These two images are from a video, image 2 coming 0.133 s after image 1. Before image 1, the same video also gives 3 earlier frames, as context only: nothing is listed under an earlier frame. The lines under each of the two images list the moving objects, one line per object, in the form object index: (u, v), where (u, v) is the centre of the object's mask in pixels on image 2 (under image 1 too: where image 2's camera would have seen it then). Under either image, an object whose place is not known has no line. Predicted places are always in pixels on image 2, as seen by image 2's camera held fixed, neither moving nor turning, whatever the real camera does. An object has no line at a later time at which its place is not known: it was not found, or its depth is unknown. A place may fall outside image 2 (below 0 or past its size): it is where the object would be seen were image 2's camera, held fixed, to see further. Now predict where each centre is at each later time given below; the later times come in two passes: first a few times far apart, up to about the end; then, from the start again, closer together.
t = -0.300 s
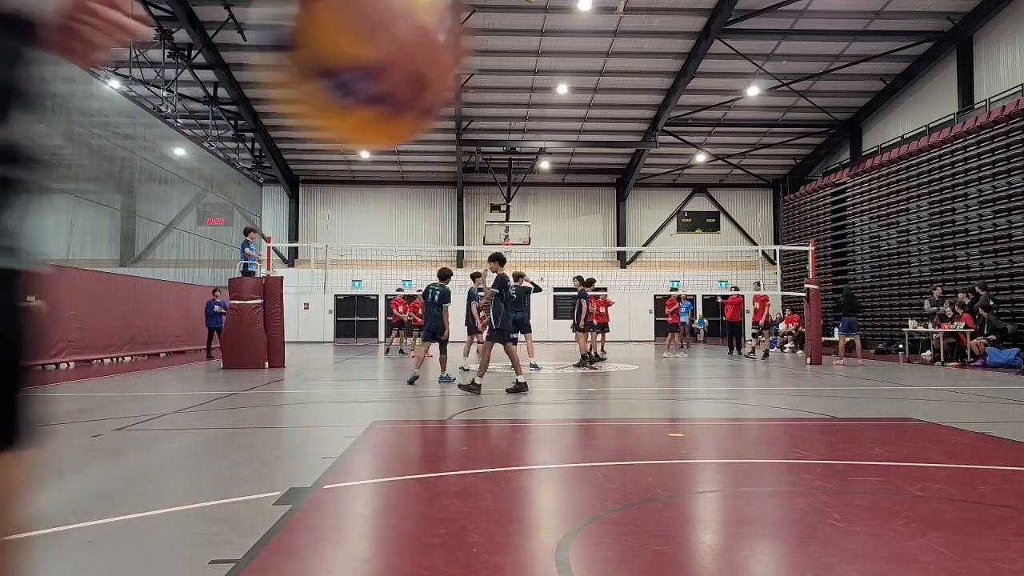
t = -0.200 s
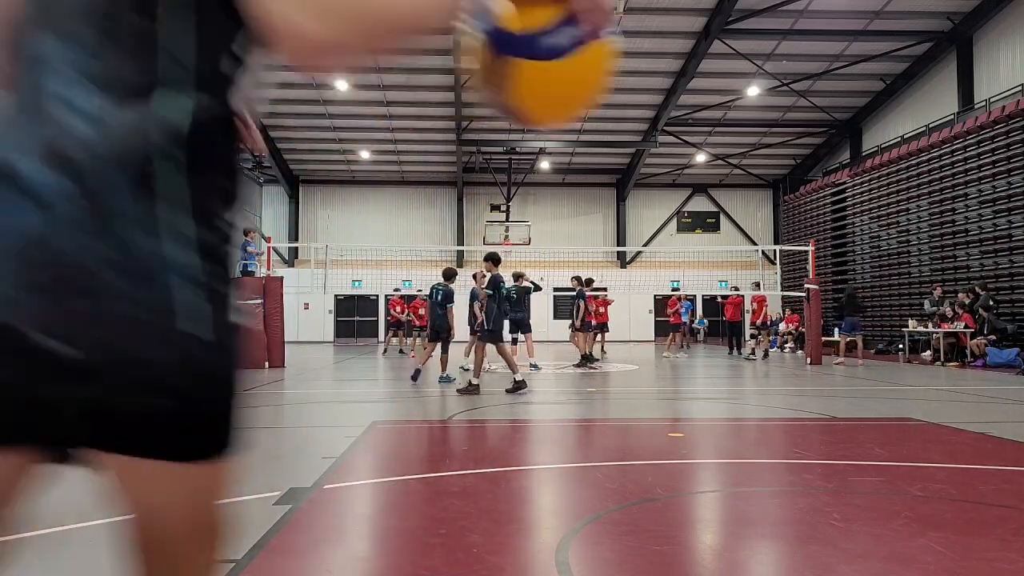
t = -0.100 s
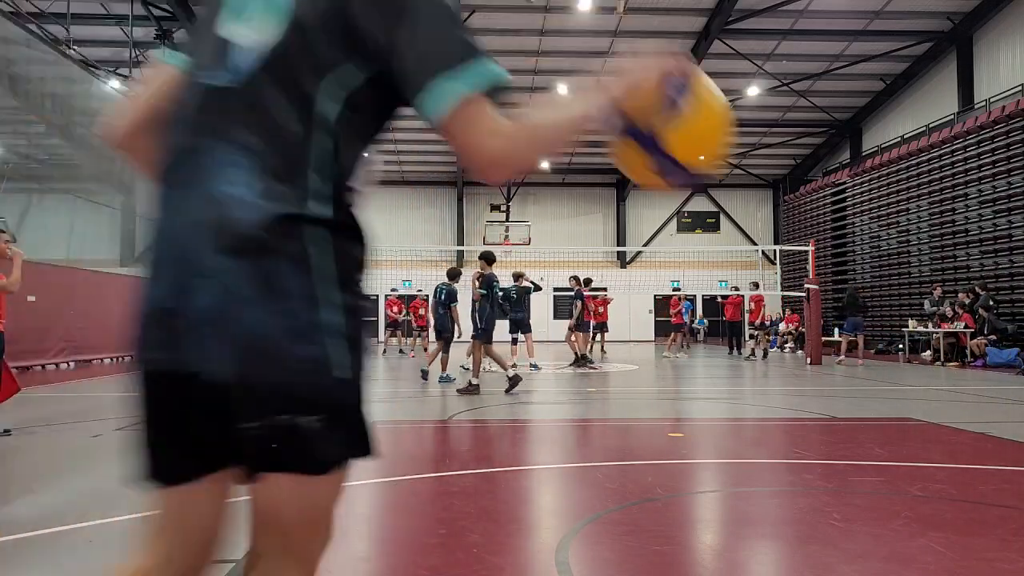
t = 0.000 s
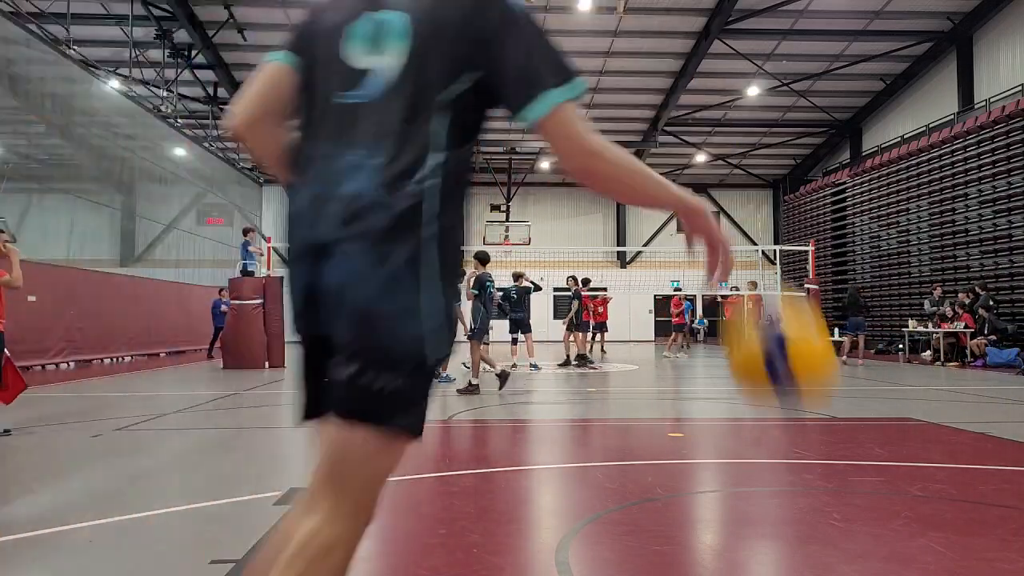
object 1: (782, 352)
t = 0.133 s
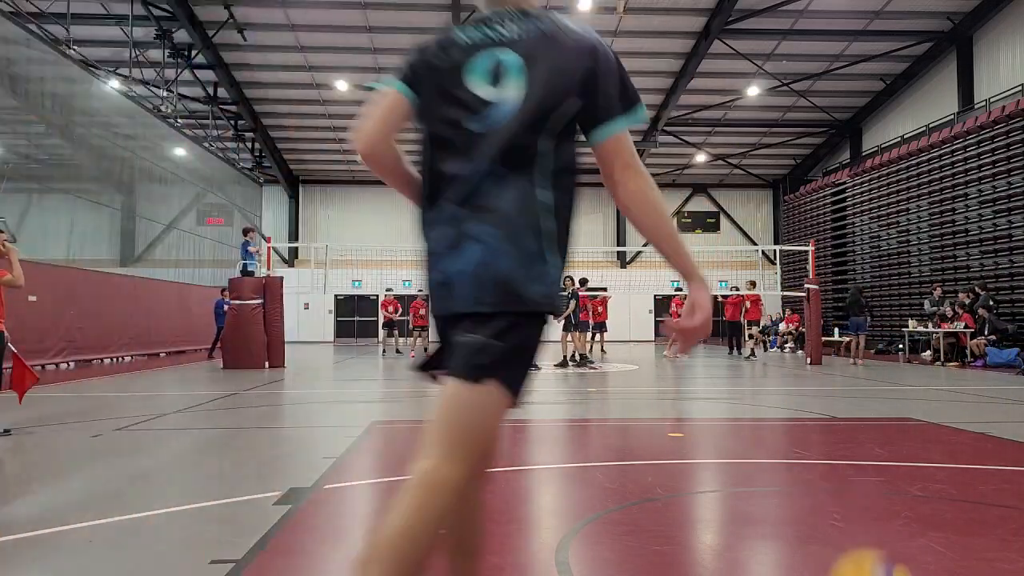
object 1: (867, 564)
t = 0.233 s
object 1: (880, 409)
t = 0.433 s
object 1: (897, 188)
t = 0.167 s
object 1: (876, 531)
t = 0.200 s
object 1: (879, 471)
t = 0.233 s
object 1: (880, 409)
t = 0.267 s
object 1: (882, 360)
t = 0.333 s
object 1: (888, 276)
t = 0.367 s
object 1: (891, 243)
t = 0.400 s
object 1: (894, 213)
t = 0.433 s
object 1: (897, 188)
